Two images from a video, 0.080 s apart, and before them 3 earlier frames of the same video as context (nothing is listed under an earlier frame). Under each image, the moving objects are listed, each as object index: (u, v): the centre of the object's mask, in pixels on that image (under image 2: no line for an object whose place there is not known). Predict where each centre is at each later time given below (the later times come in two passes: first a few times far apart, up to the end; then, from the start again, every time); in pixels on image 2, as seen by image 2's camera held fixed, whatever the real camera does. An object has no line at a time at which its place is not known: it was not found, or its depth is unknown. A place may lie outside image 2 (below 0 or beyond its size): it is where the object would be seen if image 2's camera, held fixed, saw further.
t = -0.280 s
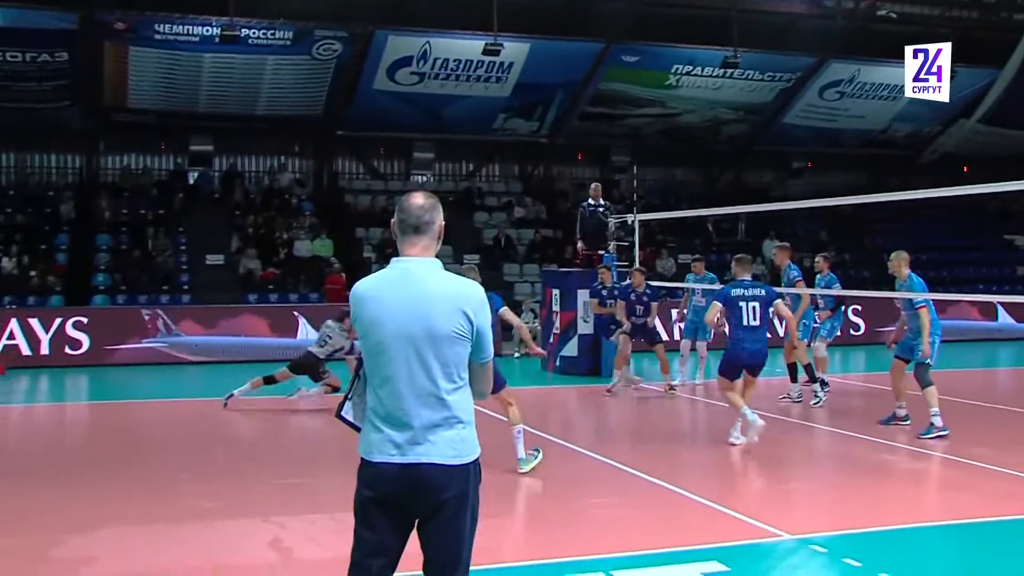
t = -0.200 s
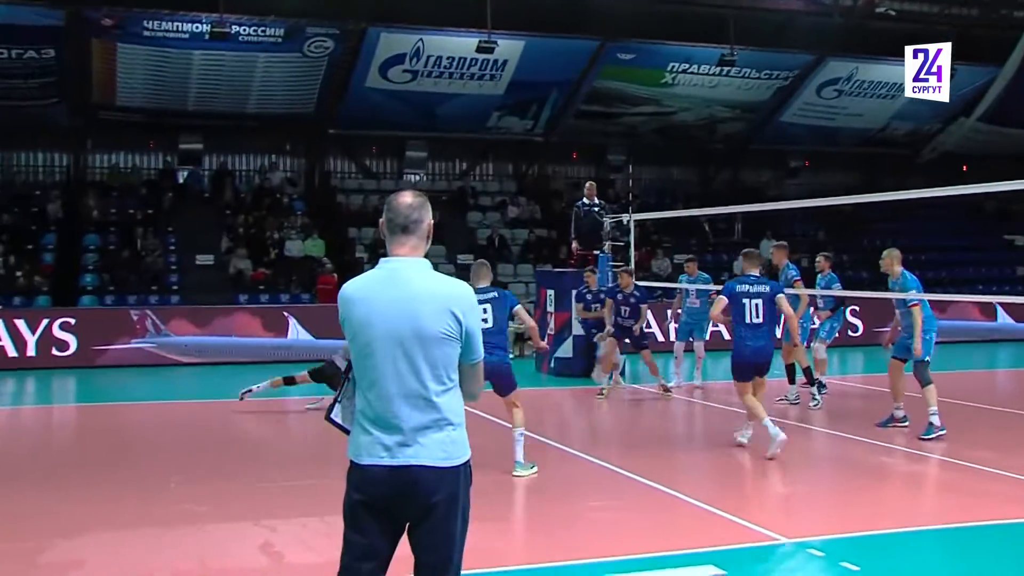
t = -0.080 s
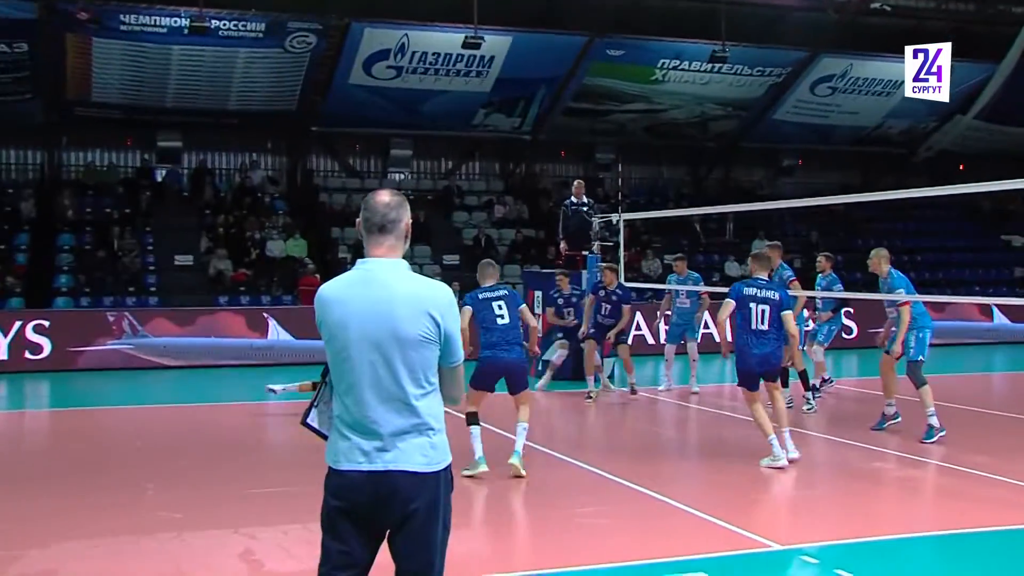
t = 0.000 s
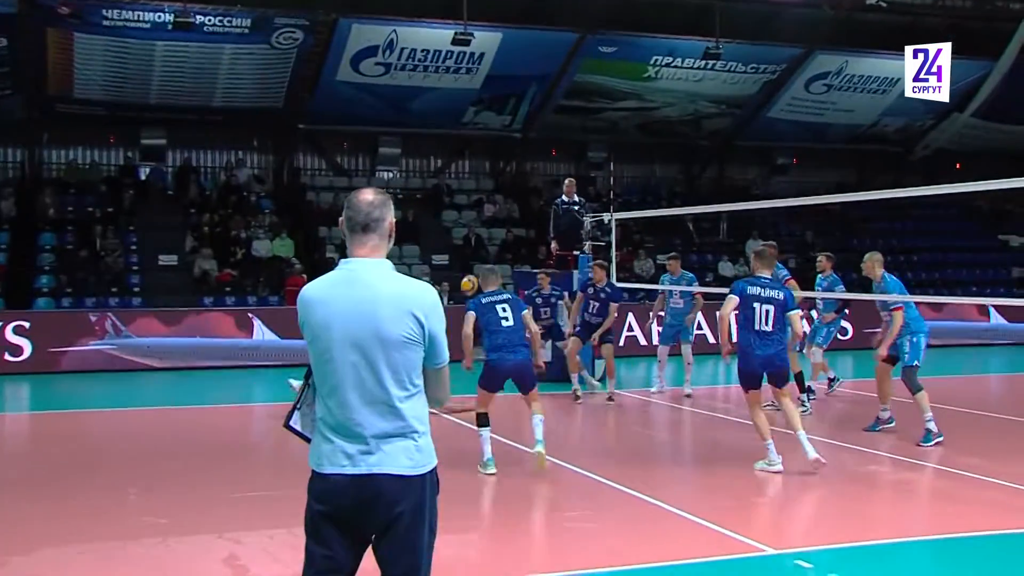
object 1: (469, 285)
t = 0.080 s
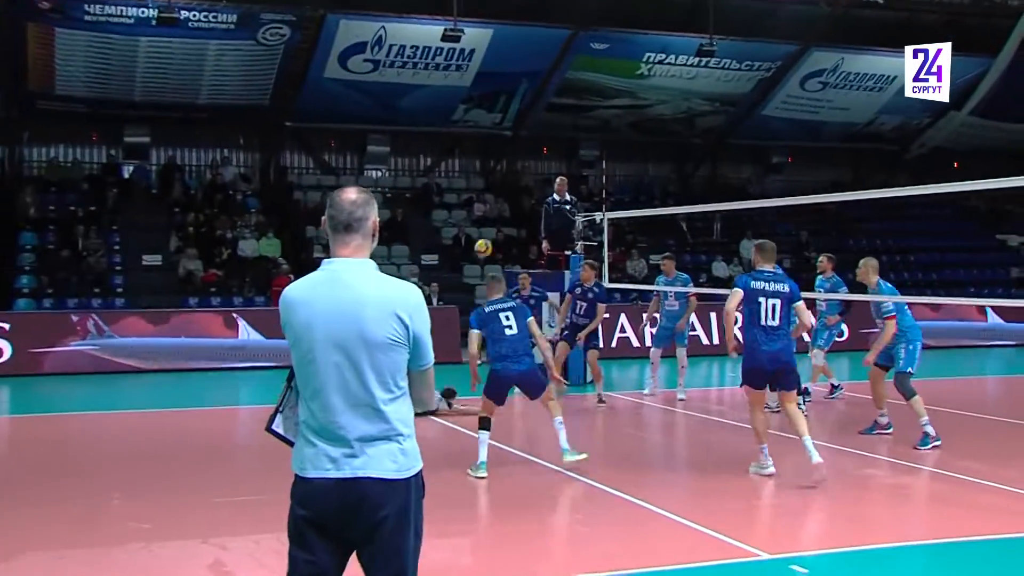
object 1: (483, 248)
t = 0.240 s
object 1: (523, 191)
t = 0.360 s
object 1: (553, 162)
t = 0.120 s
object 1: (493, 231)
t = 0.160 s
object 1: (504, 217)
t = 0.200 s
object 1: (513, 202)
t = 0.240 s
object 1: (523, 191)
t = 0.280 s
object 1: (534, 180)
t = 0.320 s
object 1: (544, 170)
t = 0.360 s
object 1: (553, 162)
